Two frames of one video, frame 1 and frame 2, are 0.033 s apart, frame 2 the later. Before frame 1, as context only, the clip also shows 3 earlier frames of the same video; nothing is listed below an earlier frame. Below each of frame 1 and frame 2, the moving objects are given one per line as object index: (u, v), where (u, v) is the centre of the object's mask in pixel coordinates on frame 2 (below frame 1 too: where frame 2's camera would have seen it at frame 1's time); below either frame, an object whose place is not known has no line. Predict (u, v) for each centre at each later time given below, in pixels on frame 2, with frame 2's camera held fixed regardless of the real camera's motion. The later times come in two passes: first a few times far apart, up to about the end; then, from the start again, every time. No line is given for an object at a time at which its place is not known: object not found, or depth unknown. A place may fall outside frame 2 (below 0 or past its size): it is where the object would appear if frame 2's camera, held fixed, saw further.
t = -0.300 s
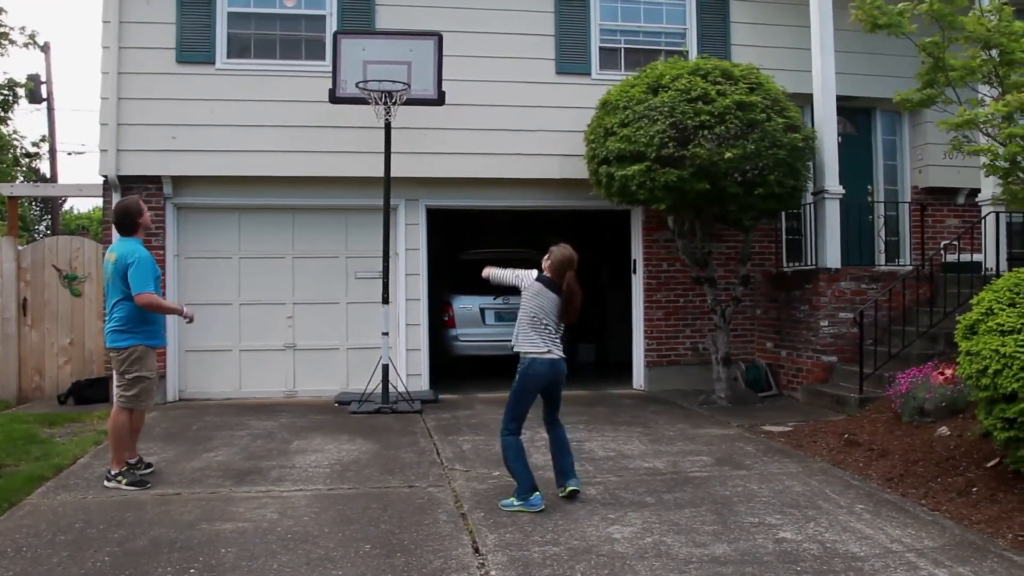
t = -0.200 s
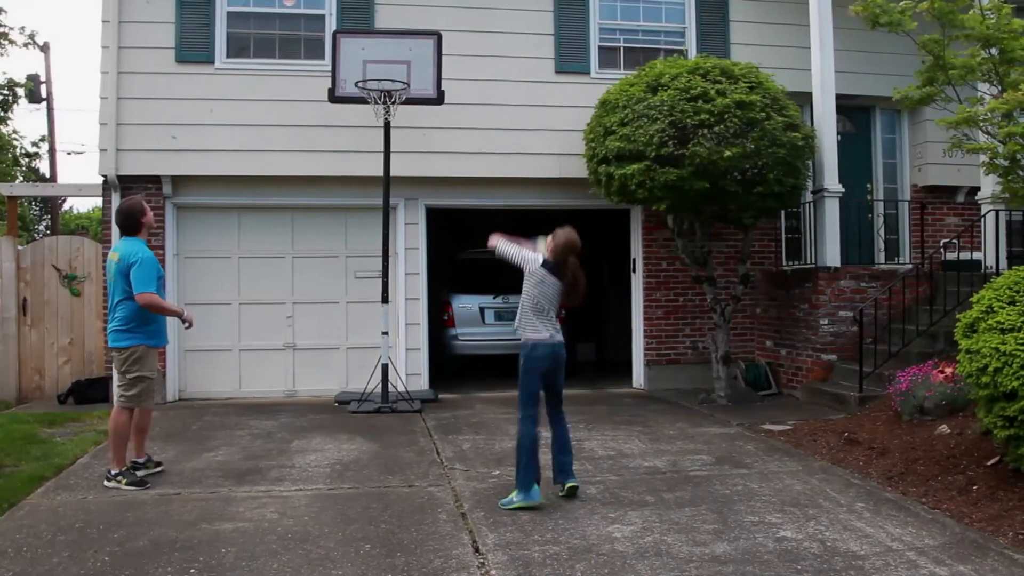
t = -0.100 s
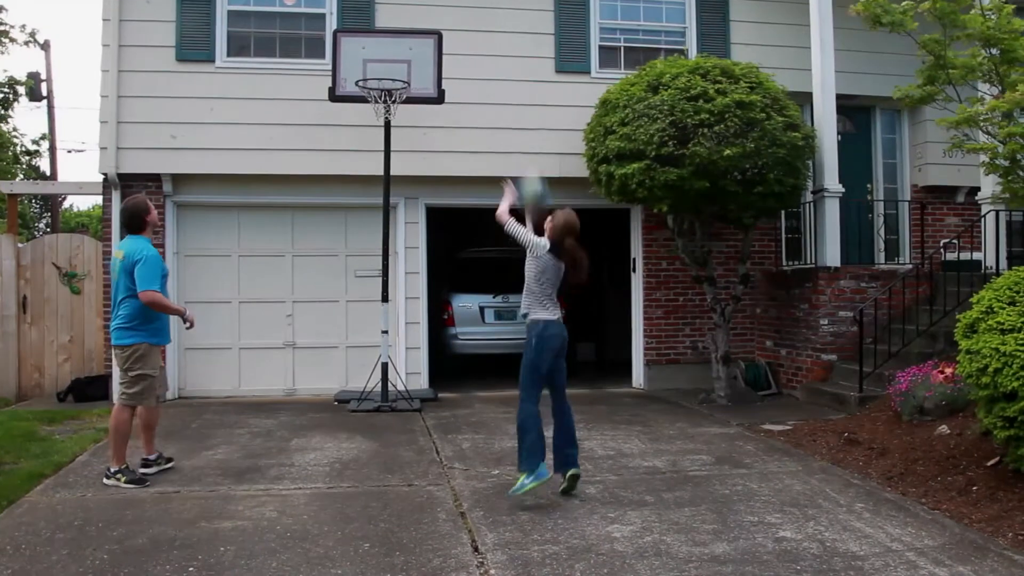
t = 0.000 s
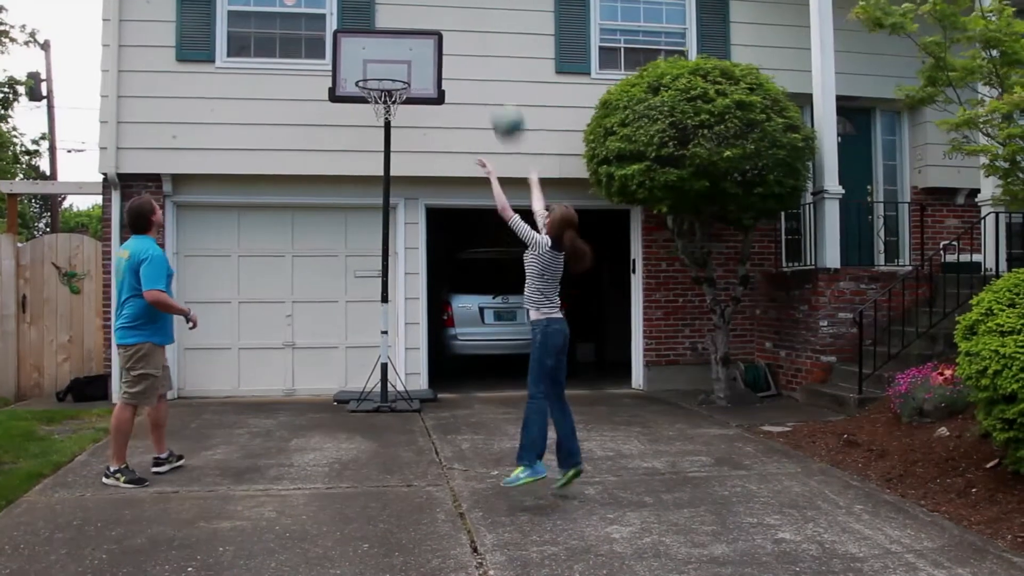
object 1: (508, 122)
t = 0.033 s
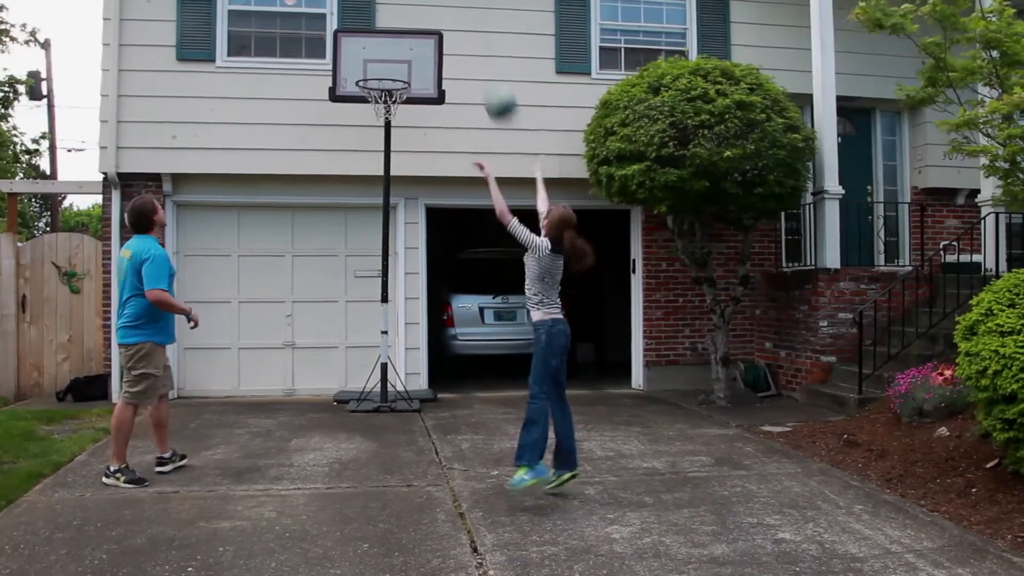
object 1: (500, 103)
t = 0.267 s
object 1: (455, 28)
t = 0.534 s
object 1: (412, 30)
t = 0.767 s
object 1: (383, 70)
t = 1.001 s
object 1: (350, 37)
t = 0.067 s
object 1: (494, 91)
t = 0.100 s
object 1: (486, 76)
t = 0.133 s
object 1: (481, 63)
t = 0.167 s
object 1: (473, 54)
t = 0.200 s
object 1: (466, 42)
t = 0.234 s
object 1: (461, 34)
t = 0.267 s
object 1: (455, 28)
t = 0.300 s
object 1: (449, 24)
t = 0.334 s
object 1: (443, 20)
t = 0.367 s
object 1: (437, 19)
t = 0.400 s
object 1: (432, 19)
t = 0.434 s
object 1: (427, 19)
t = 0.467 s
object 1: (422, 22)
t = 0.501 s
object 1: (417, 25)
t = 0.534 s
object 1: (412, 30)
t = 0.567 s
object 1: (408, 35)
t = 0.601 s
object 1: (404, 41)
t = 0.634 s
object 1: (399, 49)
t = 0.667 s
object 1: (395, 58)
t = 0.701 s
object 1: (392, 67)
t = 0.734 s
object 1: (387, 76)
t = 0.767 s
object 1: (383, 70)
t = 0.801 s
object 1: (379, 63)
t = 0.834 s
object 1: (374, 56)
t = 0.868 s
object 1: (370, 50)
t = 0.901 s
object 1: (364, 45)
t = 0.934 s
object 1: (359, 41)
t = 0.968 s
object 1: (355, 38)
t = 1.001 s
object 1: (350, 37)
